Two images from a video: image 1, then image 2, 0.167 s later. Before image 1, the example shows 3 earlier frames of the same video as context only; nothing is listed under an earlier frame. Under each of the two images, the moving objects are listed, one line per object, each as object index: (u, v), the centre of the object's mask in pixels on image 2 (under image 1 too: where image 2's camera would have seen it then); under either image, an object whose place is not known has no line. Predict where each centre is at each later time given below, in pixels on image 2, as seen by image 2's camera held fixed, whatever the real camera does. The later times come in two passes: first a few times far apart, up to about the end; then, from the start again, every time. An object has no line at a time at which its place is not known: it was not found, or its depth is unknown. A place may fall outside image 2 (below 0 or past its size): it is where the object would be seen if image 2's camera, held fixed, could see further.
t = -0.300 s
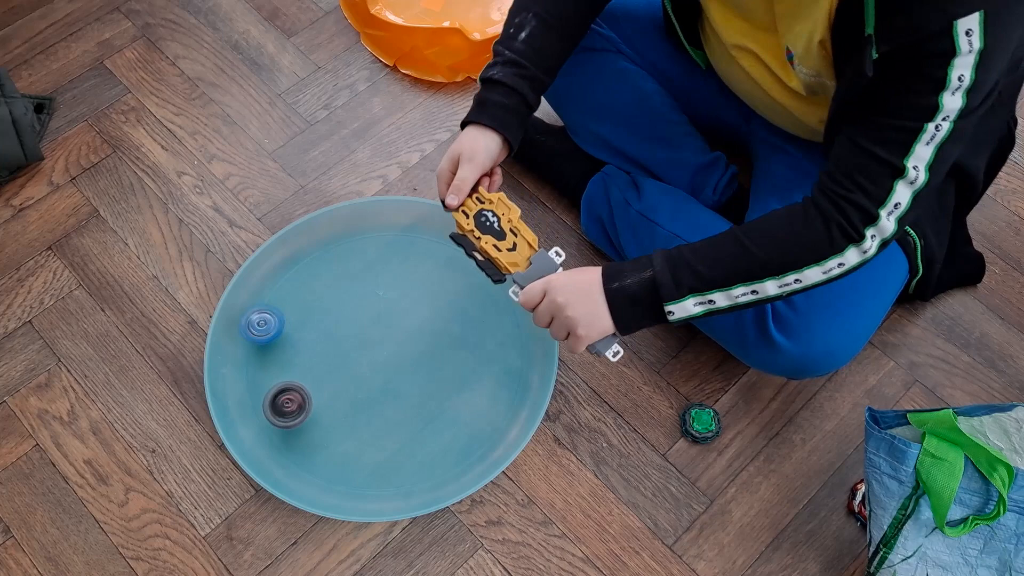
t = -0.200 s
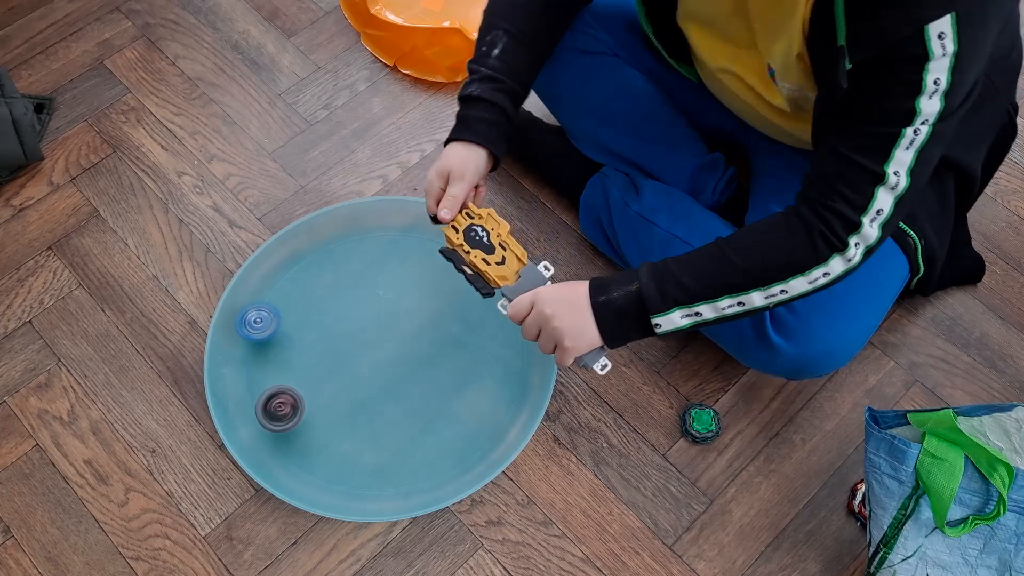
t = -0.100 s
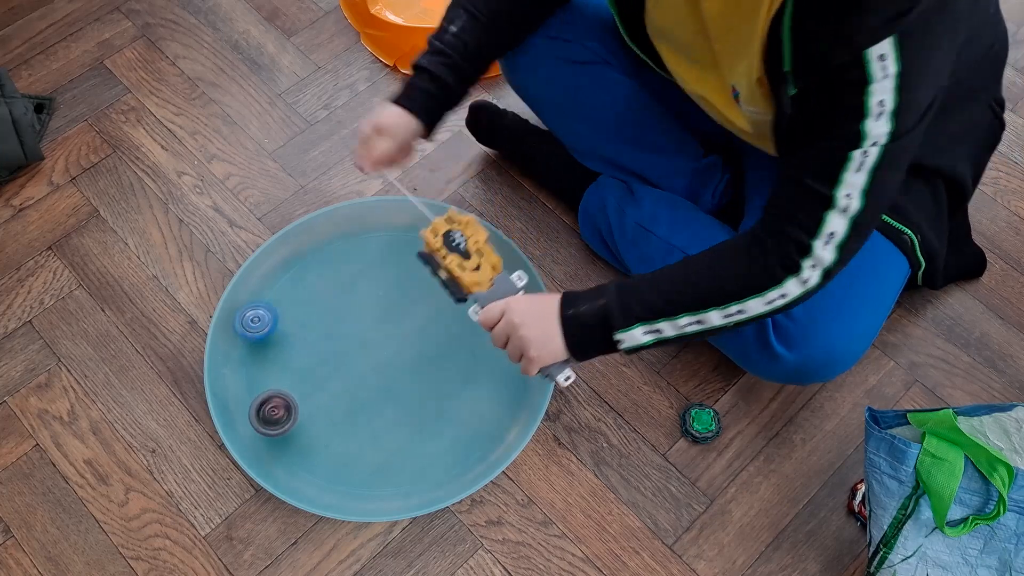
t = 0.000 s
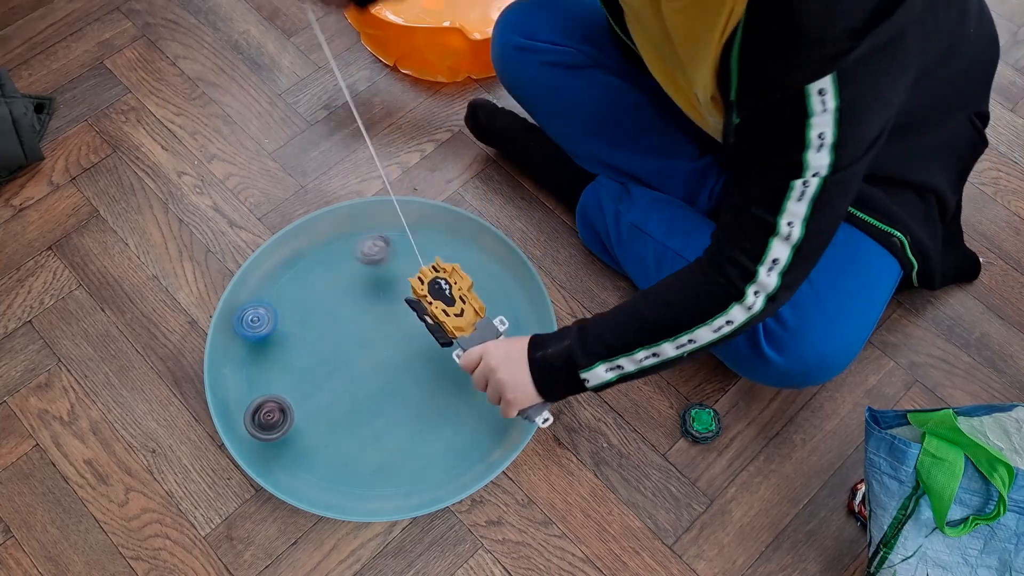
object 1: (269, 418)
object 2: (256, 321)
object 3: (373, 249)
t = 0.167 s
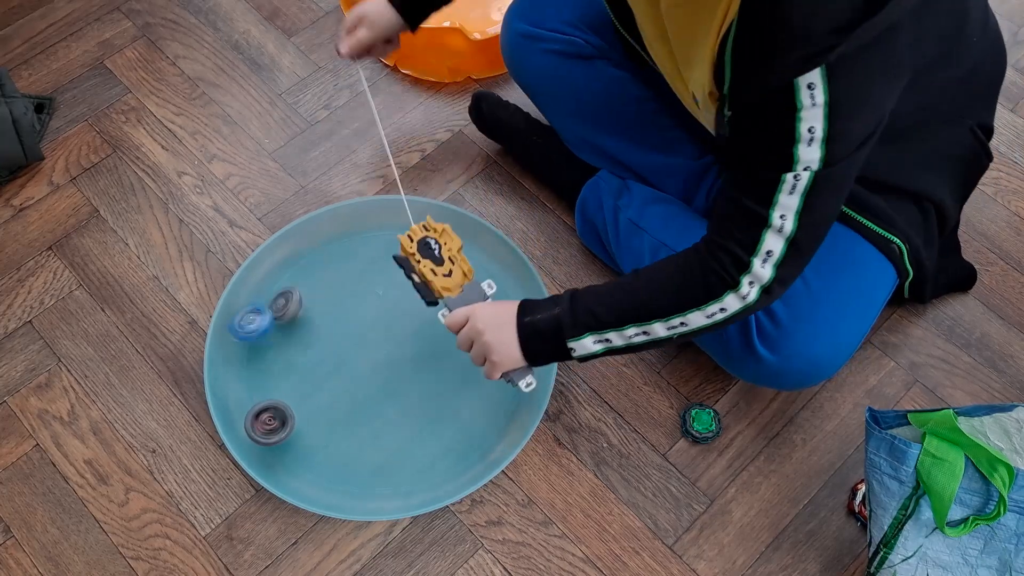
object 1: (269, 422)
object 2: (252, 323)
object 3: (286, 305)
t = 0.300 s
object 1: (273, 425)
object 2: (182, 354)
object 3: (319, 361)
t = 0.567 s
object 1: (262, 426)
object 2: (112, 420)
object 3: (343, 481)
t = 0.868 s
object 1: (262, 423)
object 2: (50, 417)
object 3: (375, 462)
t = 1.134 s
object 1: (262, 422)
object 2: (23, 383)
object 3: (316, 434)
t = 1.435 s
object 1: (242, 396)
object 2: (34, 337)
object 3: (306, 398)
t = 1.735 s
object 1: (236, 385)
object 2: (75, 310)
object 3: (301, 339)
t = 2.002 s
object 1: (239, 373)
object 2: (111, 312)
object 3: (317, 292)
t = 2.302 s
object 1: (245, 365)
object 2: (129, 340)
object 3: (351, 256)
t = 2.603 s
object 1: (244, 356)
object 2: (114, 376)
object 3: (388, 247)
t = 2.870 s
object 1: (243, 352)
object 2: (83, 393)
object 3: (420, 255)
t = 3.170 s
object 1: (243, 352)
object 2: (48, 389)
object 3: (450, 272)
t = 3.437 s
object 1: (246, 352)
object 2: (37, 365)
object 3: (465, 296)
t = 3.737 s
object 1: (252, 346)
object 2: (49, 337)
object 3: (474, 330)
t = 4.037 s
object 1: (256, 338)
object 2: (78, 320)
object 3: (470, 367)
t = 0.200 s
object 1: (270, 424)
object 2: (225, 327)
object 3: (296, 317)
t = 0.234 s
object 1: (270, 424)
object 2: (204, 333)
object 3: (305, 333)
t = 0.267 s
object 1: (272, 424)
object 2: (192, 341)
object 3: (313, 346)
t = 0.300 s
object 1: (273, 425)
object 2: (182, 354)
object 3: (319, 361)
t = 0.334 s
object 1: (274, 425)
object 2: (176, 370)
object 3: (321, 378)
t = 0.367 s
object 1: (275, 425)
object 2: (169, 384)
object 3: (324, 391)
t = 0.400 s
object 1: (276, 425)
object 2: (158, 389)
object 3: (322, 410)
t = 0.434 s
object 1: (275, 425)
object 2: (149, 399)
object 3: (324, 424)
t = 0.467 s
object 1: (269, 425)
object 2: (138, 407)
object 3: (329, 442)
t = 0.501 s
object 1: (265, 426)
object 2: (129, 412)
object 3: (335, 455)
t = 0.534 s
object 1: (263, 425)
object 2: (120, 417)
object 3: (338, 471)
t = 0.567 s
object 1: (262, 426)
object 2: (112, 420)
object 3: (343, 481)
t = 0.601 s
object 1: (261, 426)
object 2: (104, 422)
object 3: (343, 494)
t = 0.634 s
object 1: (262, 425)
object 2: (96, 423)
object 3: (348, 494)
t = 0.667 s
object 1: (263, 424)
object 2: (88, 424)
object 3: (354, 496)
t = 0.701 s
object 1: (262, 423)
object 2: (81, 424)
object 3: (360, 491)
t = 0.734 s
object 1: (262, 423)
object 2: (74, 424)
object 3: (367, 484)
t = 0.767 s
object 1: (262, 423)
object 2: (67, 423)
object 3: (370, 477)
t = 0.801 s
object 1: (262, 423)
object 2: (60, 422)
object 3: (375, 471)
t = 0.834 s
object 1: (262, 422)
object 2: (55, 420)
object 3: (374, 468)
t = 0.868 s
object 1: (262, 423)
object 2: (50, 417)
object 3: (375, 462)
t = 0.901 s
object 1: (262, 422)
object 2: (44, 414)
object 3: (373, 458)
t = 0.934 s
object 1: (262, 422)
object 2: (40, 410)
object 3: (369, 455)
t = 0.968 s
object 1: (262, 422)
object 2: (36, 407)
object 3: (364, 451)
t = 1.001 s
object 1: (262, 422)
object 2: (32, 402)
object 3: (357, 448)
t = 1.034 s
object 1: (262, 422)
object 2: (29, 398)
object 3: (348, 445)
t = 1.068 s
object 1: (261, 422)
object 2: (26, 393)
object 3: (338, 441)
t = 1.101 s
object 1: (262, 422)
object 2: (24, 387)
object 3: (327, 439)
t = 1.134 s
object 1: (262, 422)
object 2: (23, 383)
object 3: (316, 434)
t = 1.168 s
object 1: (261, 421)
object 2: (23, 378)
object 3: (307, 430)
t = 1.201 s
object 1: (253, 420)
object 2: (22, 372)
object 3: (308, 428)
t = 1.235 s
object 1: (248, 416)
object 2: (22, 367)
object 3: (312, 426)
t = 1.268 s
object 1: (245, 413)
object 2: (23, 362)
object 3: (314, 423)
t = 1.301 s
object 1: (243, 409)
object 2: (24, 357)
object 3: (313, 420)
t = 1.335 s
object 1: (244, 405)
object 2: (26, 352)
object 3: (312, 415)
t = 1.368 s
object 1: (244, 401)
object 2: (29, 347)
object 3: (311, 409)
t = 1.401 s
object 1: (243, 399)
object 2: (31, 342)
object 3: (308, 405)
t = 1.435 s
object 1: (242, 396)
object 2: (34, 337)
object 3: (306, 398)
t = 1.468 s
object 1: (240, 394)
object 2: (39, 333)
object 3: (306, 391)
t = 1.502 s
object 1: (237, 392)
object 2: (42, 328)
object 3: (303, 385)
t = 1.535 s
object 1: (236, 391)
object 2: (47, 325)
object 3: (302, 379)
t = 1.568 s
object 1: (235, 390)
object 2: (51, 321)
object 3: (301, 372)
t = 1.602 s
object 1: (236, 389)
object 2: (55, 318)
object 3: (301, 365)
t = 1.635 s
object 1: (236, 388)
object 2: (60, 316)
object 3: (300, 359)
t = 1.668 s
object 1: (236, 386)
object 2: (64, 313)
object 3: (299, 353)
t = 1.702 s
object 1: (236, 386)
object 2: (70, 311)
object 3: (301, 345)
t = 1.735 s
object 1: (236, 385)
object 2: (75, 310)
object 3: (301, 339)
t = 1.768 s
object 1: (236, 384)
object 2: (79, 309)
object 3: (301, 334)
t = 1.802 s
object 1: (236, 382)
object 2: (83, 308)
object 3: (302, 327)
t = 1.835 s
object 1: (237, 381)
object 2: (88, 308)
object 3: (306, 320)
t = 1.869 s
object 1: (237, 380)
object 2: (94, 308)
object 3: (306, 314)
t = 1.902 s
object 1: (237, 378)
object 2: (98, 309)
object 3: (308, 309)
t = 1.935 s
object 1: (239, 376)
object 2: (103, 310)
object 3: (311, 303)
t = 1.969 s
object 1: (239, 374)
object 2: (107, 311)
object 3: (316, 297)
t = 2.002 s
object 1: (239, 373)
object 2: (111, 312)
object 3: (317, 292)
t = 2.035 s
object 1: (240, 374)
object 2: (114, 315)
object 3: (320, 287)
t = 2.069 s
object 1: (242, 372)
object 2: (117, 317)
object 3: (324, 282)
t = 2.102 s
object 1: (243, 371)
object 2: (121, 319)
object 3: (329, 278)
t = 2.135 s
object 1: (243, 370)
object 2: (123, 322)
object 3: (331, 273)
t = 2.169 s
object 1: (244, 369)
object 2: (124, 326)
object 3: (335, 269)
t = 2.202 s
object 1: (244, 368)
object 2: (127, 329)
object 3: (339, 265)
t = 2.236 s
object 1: (245, 367)
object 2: (128, 333)
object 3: (344, 262)
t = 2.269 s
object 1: (244, 366)
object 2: (128, 337)
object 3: (347, 259)
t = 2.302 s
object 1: (245, 365)
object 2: (129, 340)
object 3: (351, 256)
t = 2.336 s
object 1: (245, 364)
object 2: (129, 345)
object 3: (355, 254)
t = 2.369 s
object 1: (245, 362)
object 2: (128, 349)
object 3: (360, 252)
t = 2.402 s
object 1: (245, 362)
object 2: (127, 353)
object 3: (364, 251)
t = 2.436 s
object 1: (245, 361)
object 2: (126, 357)
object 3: (367, 250)
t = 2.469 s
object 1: (245, 359)
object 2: (124, 361)
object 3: (372, 249)
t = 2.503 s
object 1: (245, 359)
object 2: (122, 365)
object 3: (377, 248)
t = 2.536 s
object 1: (245, 358)
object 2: (119, 369)
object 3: (381, 247)
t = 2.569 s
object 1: (245, 357)
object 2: (117, 372)
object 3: (384, 247)
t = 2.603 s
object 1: (244, 356)
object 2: (114, 376)
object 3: (388, 247)
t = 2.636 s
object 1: (244, 355)
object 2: (111, 379)
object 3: (393, 247)
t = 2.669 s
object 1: (244, 354)
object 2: (107, 382)
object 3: (398, 248)
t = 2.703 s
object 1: (244, 353)
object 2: (104, 385)
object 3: (401, 249)
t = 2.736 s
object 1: (244, 353)
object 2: (100, 387)
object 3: (404, 250)
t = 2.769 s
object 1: (243, 352)
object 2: (96, 389)
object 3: (408, 251)
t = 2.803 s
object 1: (243, 352)
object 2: (92, 391)
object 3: (413, 252)
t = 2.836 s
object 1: (243, 352)
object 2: (87, 393)
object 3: (417, 253)
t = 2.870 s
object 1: (243, 352)
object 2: (83, 393)
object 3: (420, 255)
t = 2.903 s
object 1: (243, 352)
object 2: (79, 394)
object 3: (423, 257)
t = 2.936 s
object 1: (243, 352)
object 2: (74, 395)
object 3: (427, 258)
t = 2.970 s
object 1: (243, 352)
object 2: (70, 395)
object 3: (431, 259)
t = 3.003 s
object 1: (243, 352)
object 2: (65, 395)
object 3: (435, 261)
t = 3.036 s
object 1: (243, 352)
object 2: (61, 394)
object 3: (438, 264)
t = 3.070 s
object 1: (242, 352)
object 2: (58, 393)
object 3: (440, 266)
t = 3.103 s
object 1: (243, 352)
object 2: (55, 392)
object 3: (444, 268)
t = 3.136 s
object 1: (243, 352)
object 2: (51, 390)
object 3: (447, 270)
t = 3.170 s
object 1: (243, 352)
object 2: (48, 389)
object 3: (450, 272)
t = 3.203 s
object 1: (243, 353)
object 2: (45, 386)
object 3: (452, 275)
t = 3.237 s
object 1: (243, 353)
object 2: (43, 384)
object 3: (453, 278)
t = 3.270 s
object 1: (244, 353)
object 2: (41, 381)
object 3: (455, 281)
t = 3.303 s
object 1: (244, 353)
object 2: (40, 378)
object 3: (458, 283)
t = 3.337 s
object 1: (244, 352)
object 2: (39, 375)
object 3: (462, 286)
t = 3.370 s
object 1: (244, 352)
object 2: (38, 372)
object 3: (463, 289)
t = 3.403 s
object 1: (245, 352)
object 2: (37, 369)
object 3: (464, 293)
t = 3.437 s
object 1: (246, 352)
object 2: (37, 365)
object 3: (465, 296)
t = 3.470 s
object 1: (247, 351)
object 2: (37, 362)
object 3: (466, 300)
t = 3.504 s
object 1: (247, 351)
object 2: (37, 359)
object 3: (468, 303)
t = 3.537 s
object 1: (247, 350)
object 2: (39, 355)
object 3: (471, 307)
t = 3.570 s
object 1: (249, 350)
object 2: (39, 352)
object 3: (471, 310)
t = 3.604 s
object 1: (249, 349)
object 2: (41, 349)
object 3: (472, 315)
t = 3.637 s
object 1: (250, 348)
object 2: (43, 346)
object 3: (472, 319)
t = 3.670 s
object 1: (251, 348)
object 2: (45, 342)
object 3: (472, 323)
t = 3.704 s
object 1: (252, 346)
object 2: (47, 339)
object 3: (474, 326)
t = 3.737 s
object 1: (252, 346)
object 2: (49, 337)
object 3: (474, 330)
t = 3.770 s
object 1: (253, 345)
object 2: (52, 333)
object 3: (475, 334)
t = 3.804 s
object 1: (254, 344)
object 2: (55, 331)
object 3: (475, 338)
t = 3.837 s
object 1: (254, 343)
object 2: (57, 329)
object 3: (474, 342)
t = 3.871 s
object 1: (255, 342)
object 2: (61, 326)
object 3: (473, 347)
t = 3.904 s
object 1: (255, 342)
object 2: (64, 325)
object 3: (473, 351)
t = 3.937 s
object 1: (255, 341)
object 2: (67, 323)
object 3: (472, 354)
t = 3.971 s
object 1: (255, 340)
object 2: (70, 322)
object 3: (472, 359)
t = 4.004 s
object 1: (256, 339)
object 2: (74, 321)
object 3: (471, 363)
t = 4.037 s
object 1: (256, 338)
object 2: (78, 320)
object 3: (470, 367)
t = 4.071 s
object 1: (256, 337)
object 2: (80, 320)
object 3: (468, 372)
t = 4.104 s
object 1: (256, 337)
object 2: (84, 320)
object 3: (465, 376)
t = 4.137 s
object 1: (256, 335)
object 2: (87, 319)
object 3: (464, 381)
